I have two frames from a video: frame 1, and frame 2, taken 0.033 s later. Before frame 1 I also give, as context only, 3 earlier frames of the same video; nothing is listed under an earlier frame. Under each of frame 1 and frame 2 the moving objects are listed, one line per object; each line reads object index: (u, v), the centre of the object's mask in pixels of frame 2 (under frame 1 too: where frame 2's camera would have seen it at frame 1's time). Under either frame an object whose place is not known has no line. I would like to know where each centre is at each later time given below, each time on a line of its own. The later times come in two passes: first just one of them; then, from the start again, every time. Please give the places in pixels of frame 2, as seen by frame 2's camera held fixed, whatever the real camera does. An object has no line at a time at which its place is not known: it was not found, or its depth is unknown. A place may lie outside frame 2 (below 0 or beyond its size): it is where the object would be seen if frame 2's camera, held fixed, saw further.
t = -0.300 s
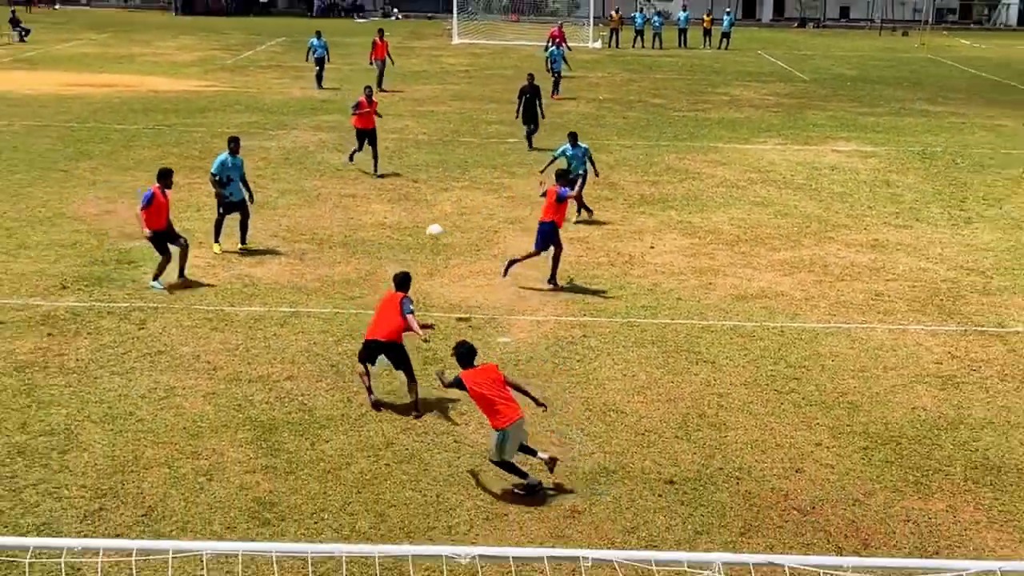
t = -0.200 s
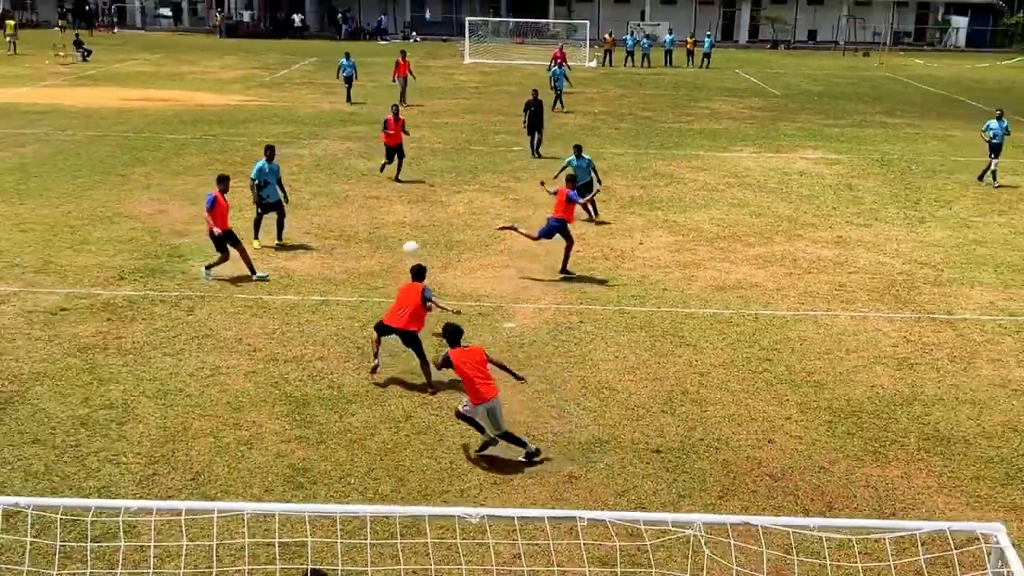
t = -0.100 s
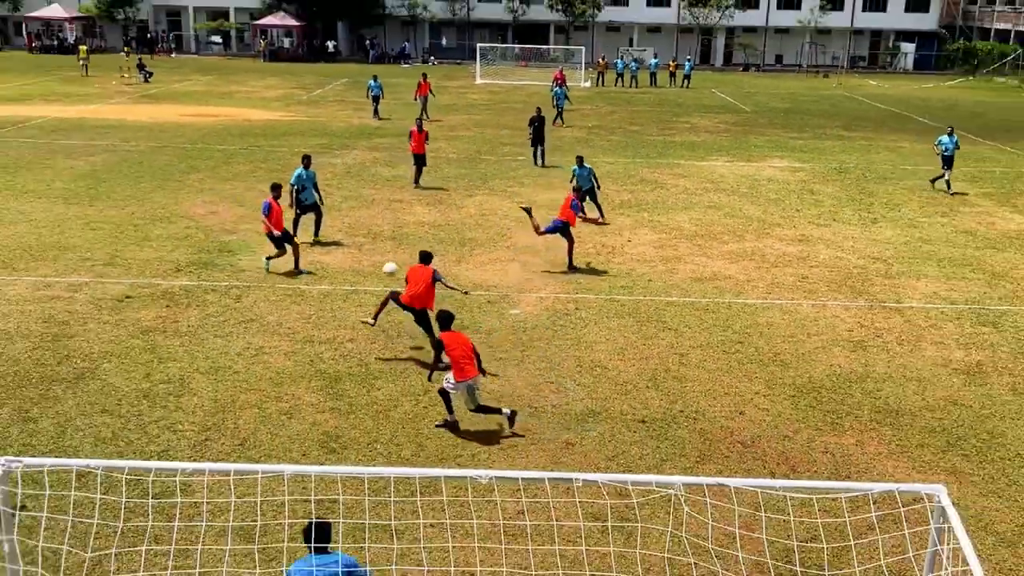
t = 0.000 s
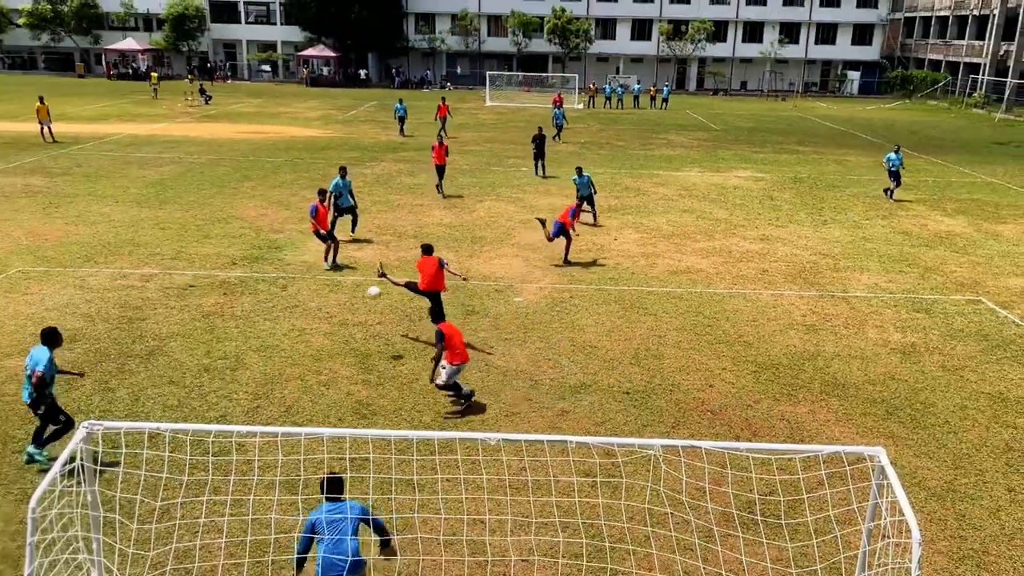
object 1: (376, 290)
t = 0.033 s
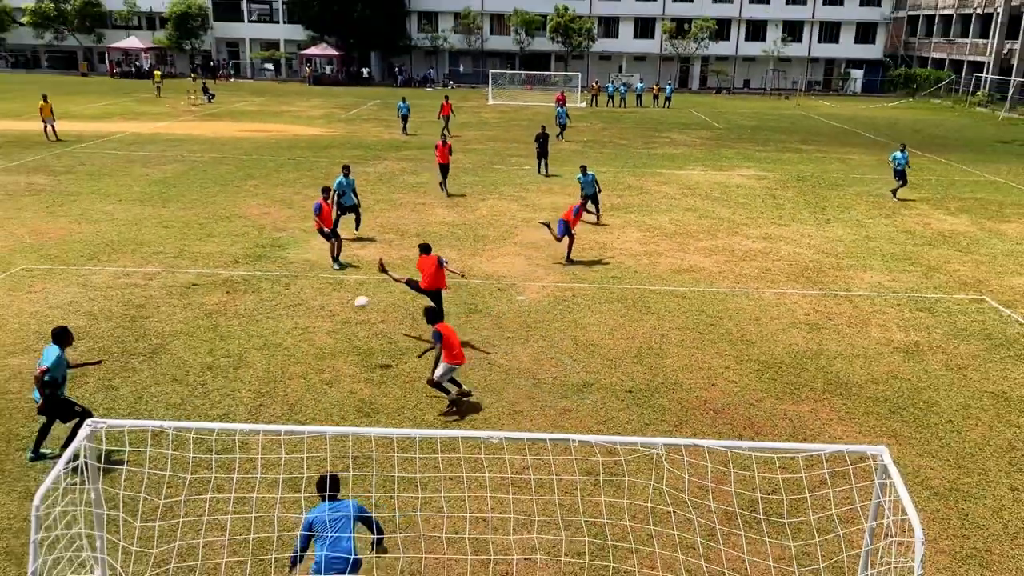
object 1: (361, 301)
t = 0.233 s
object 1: (251, 403)
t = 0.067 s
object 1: (346, 314)
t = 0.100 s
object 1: (330, 329)
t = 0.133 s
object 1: (312, 344)
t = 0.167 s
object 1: (292, 363)
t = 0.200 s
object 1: (273, 381)
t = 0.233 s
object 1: (251, 403)
